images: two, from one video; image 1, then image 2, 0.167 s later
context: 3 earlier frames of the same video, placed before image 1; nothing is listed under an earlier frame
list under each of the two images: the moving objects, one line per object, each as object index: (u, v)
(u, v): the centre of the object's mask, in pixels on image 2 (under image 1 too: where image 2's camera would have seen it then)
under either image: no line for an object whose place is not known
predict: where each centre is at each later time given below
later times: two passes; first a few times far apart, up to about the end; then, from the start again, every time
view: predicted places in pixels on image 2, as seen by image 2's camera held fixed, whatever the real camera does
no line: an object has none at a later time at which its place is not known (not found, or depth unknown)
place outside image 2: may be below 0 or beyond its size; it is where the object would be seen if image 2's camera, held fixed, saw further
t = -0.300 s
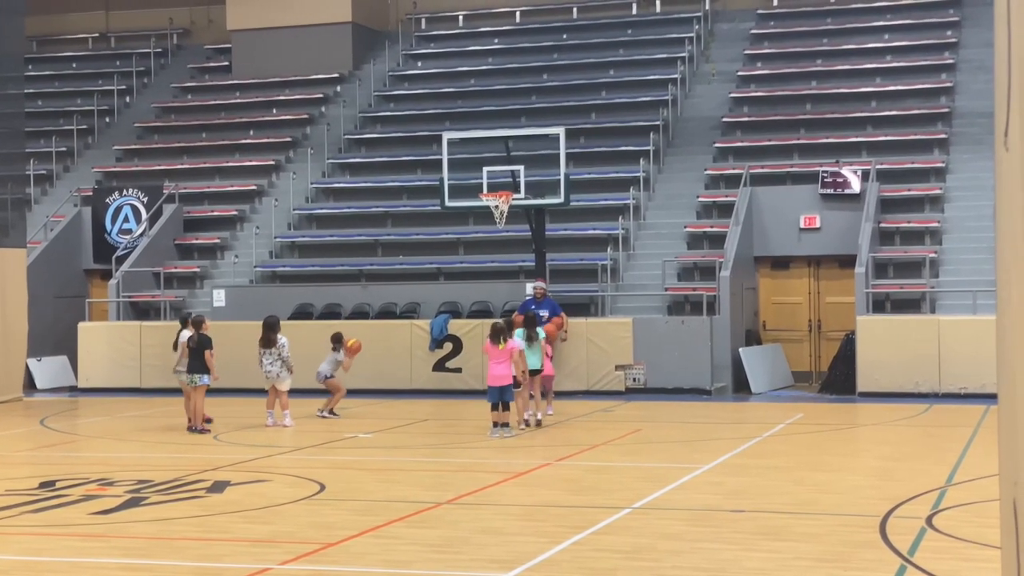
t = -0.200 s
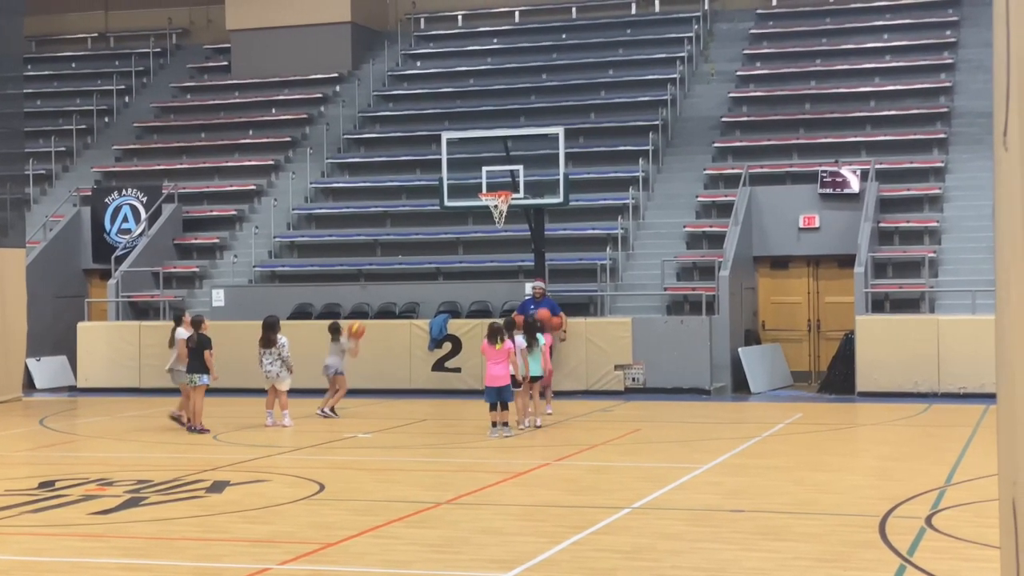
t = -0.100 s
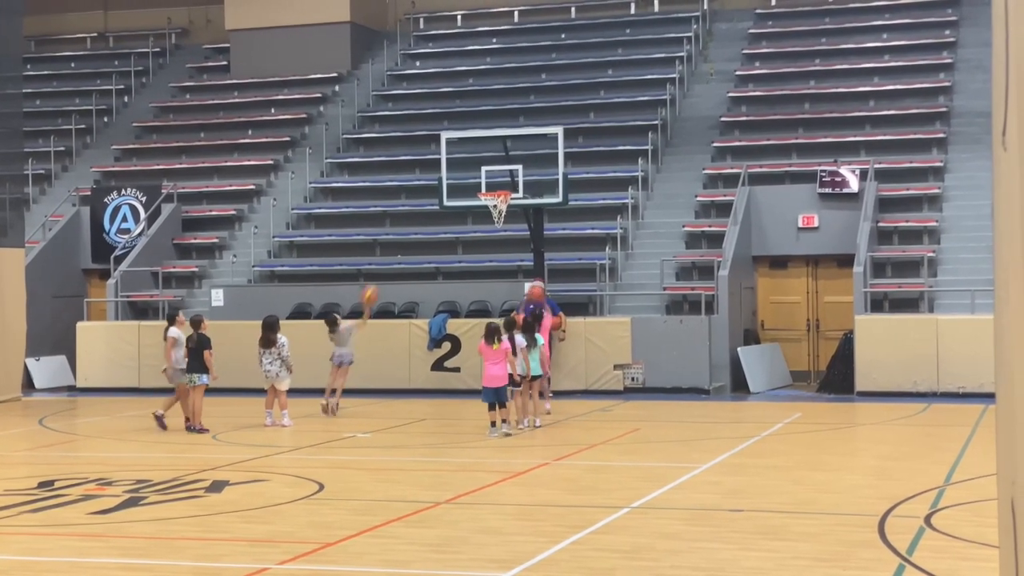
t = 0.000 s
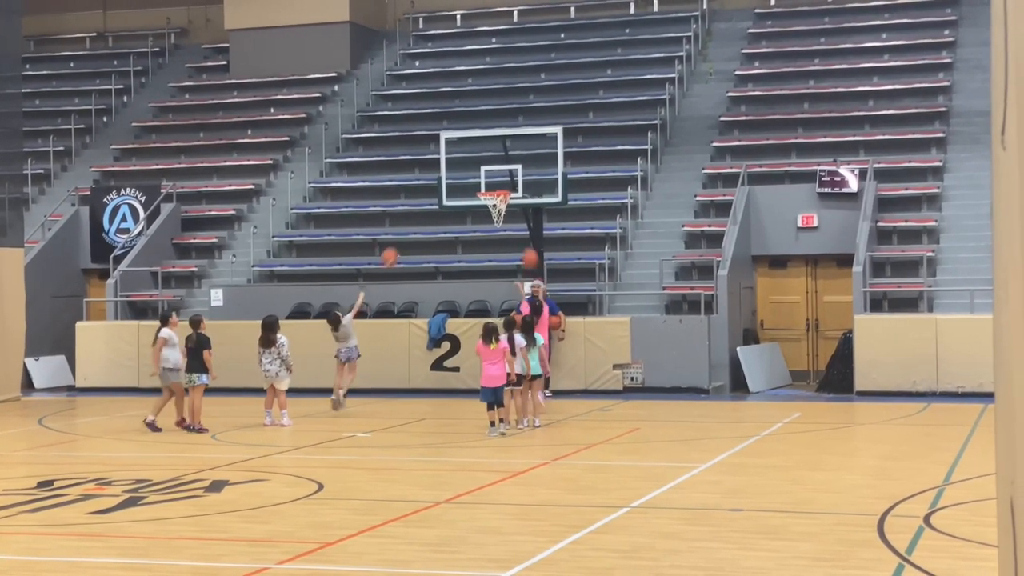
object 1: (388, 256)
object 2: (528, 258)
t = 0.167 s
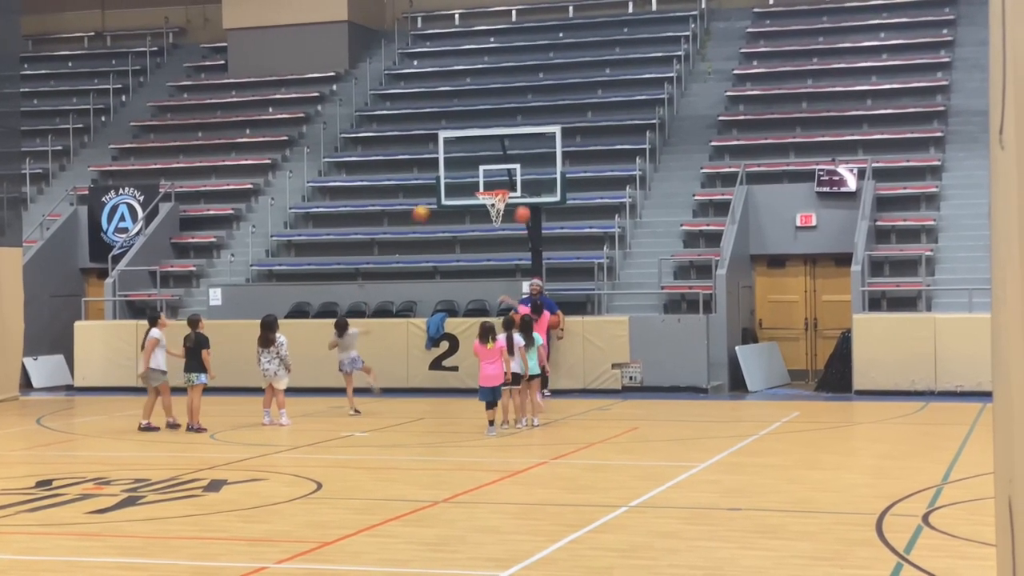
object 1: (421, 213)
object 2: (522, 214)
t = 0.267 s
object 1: (440, 197)
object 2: (519, 200)
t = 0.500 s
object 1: (474, 181)
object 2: (526, 192)
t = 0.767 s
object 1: (468, 174)
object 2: (556, 230)
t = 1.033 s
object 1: (461, 215)
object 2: (588, 314)
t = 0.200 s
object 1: (428, 207)
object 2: (521, 209)
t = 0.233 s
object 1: (434, 201)
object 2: (520, 204)
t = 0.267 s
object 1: (440, 197)
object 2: (519, 200)
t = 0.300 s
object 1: (447, 193)
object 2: (517, 196)
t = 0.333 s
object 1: (452, 190)
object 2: (516, 193)
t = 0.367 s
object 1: (459, 188)
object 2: (515, 191)
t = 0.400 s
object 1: (465, 187)
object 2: (514, 190)
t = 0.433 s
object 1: (471, 186)
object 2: (518, 190)
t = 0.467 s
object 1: (475, 186)
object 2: (522, 190)
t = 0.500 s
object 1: (474, 181)
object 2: (526, 192)
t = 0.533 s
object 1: (473, 177)
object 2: (529, 193)
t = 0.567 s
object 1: (472, 174)
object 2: (533, 196)
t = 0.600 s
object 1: (472, 172)
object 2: (537, 200)
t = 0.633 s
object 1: (471, 171)
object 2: (541, 206)
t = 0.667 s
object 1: (470, 171)
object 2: (545, 210)
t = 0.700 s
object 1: (470, 171)
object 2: (549, 215)
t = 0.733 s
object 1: (468, 172)
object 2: (552, 221)
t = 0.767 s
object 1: (468, 174)
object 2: (556, 230)
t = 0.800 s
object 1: (467, 176)
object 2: (560, 238)
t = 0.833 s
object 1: (466, 179)
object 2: (564, 246)
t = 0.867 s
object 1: (468, 181)
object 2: (568, 255)
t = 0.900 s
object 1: (465, 188)
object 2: (573, 267)
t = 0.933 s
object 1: (464, 193)
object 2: (576, 277)
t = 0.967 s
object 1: (463, 200)
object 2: (580, 289)
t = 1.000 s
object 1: (462, 208)
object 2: (584, 302)
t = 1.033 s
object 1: (461, 215)
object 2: (588, 314)
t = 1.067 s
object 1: (461, 224)
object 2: (592, 330)
